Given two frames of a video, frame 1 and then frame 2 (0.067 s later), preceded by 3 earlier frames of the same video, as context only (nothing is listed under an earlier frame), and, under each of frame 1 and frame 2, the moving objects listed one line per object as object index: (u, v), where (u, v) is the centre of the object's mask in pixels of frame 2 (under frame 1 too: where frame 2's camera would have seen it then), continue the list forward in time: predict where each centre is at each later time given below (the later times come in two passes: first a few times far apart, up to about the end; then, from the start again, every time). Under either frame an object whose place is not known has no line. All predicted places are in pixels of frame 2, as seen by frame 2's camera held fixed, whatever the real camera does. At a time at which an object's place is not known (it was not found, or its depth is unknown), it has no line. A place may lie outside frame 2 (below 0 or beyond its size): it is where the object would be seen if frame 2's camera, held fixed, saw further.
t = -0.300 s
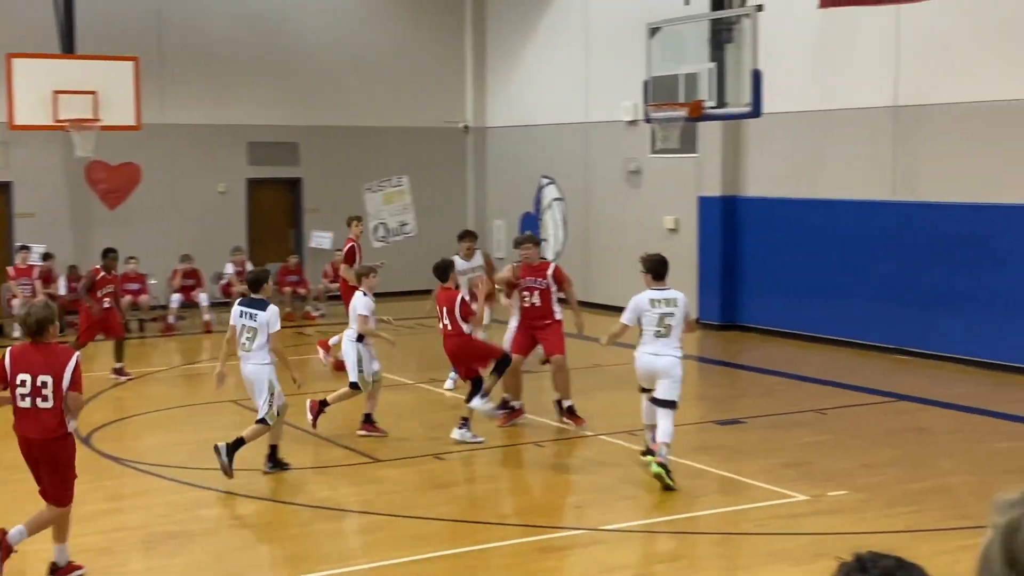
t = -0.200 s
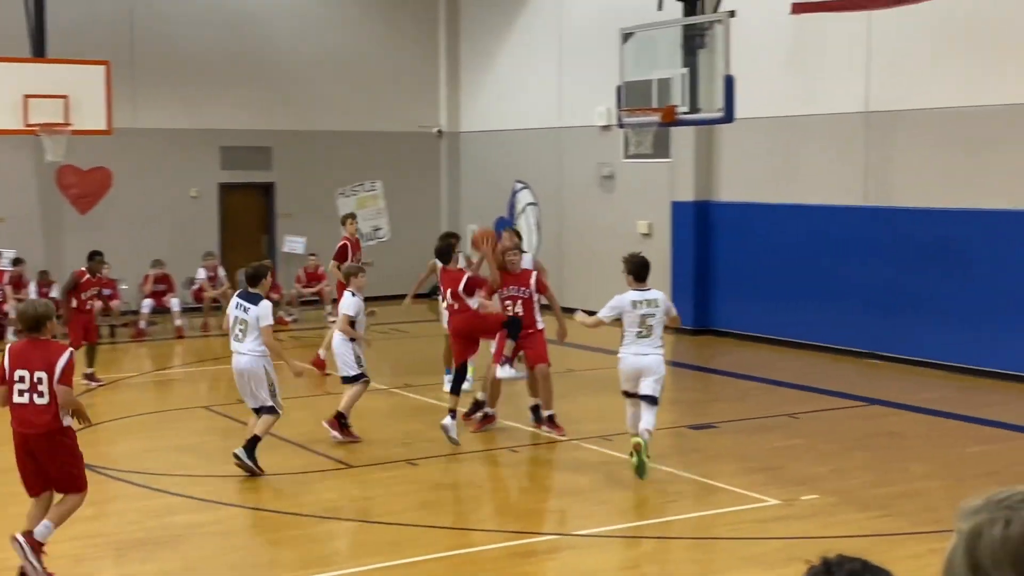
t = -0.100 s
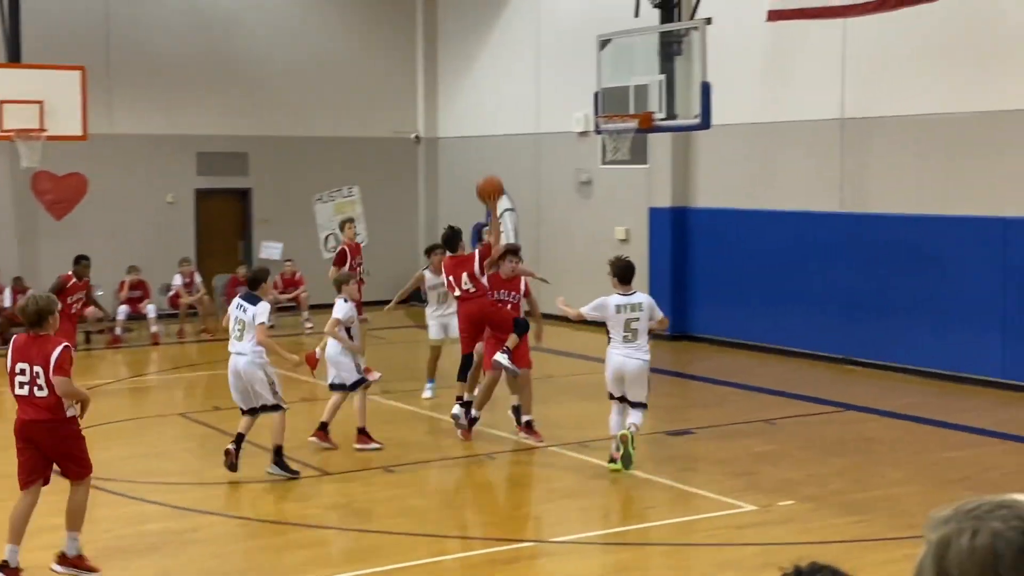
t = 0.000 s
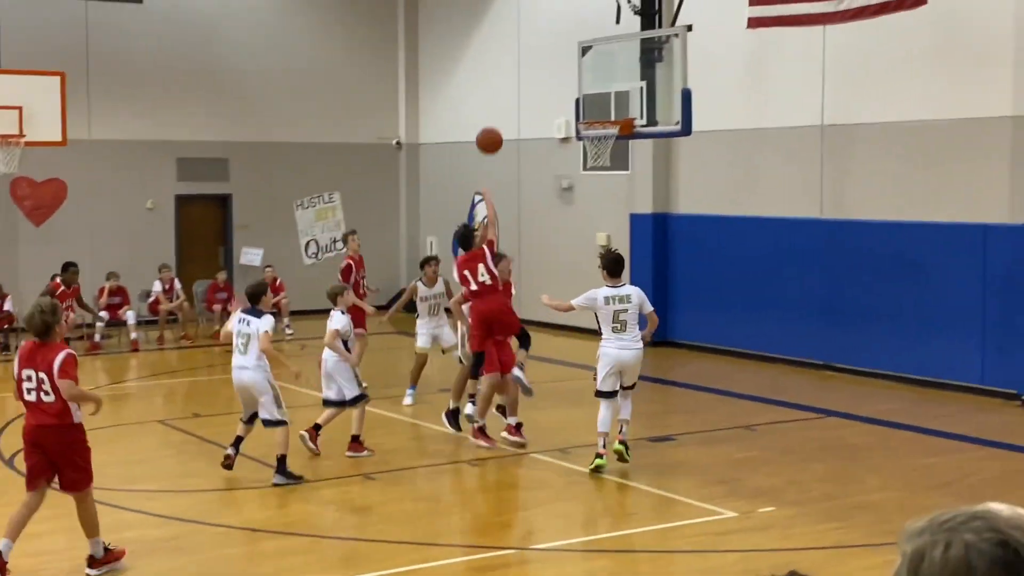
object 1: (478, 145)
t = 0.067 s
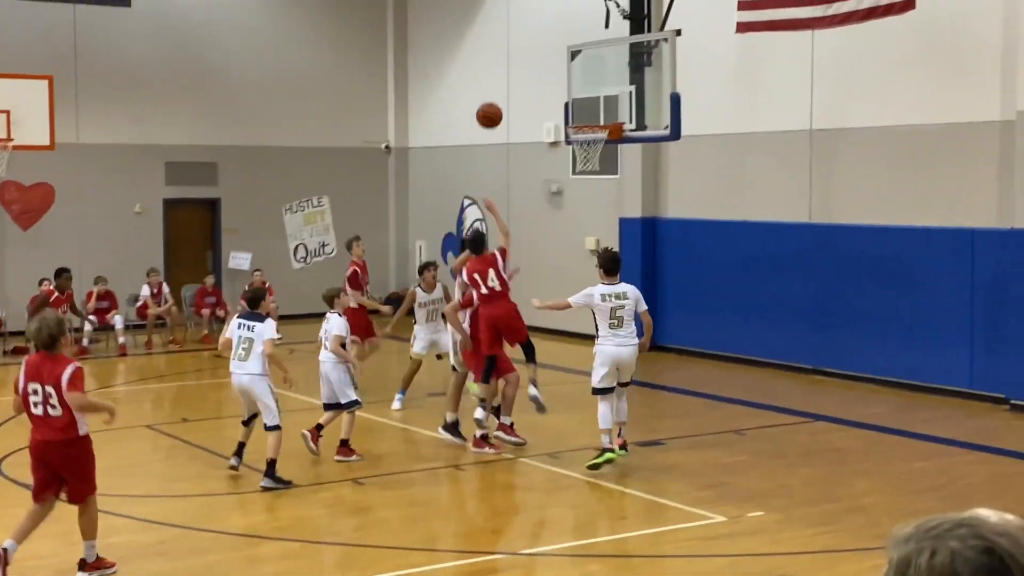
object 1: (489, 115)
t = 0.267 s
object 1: (519, 61)
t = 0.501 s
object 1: (551, 53)
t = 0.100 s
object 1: (495, 102)
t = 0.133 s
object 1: (500, 91)
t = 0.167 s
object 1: (505, 82)
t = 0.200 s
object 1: (510, 74)
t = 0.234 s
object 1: (515, 67)
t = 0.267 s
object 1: (519, 61)
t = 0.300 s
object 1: (524, 56)
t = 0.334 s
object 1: (528, 53)
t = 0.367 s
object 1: (533, 50)
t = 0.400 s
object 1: (538, 49)
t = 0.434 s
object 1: (543, 49)
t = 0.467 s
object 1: (547, 51)
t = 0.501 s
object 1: (551, 53)
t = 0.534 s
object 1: (555, 56)
